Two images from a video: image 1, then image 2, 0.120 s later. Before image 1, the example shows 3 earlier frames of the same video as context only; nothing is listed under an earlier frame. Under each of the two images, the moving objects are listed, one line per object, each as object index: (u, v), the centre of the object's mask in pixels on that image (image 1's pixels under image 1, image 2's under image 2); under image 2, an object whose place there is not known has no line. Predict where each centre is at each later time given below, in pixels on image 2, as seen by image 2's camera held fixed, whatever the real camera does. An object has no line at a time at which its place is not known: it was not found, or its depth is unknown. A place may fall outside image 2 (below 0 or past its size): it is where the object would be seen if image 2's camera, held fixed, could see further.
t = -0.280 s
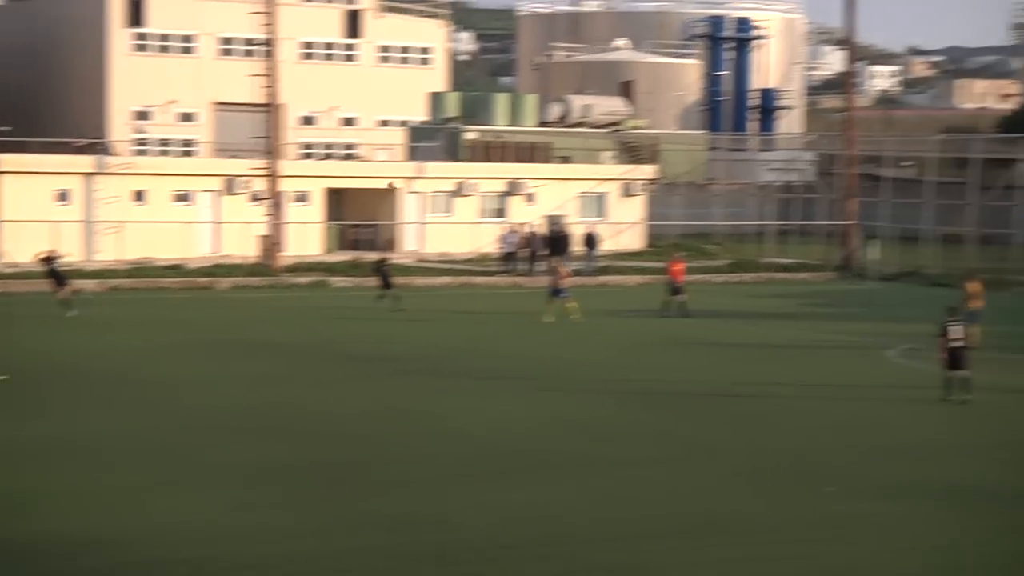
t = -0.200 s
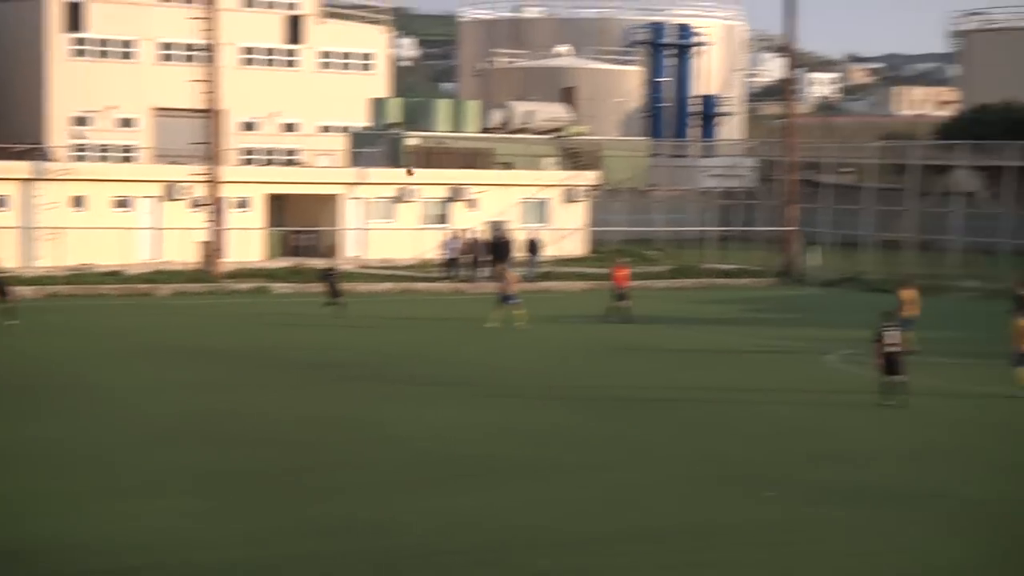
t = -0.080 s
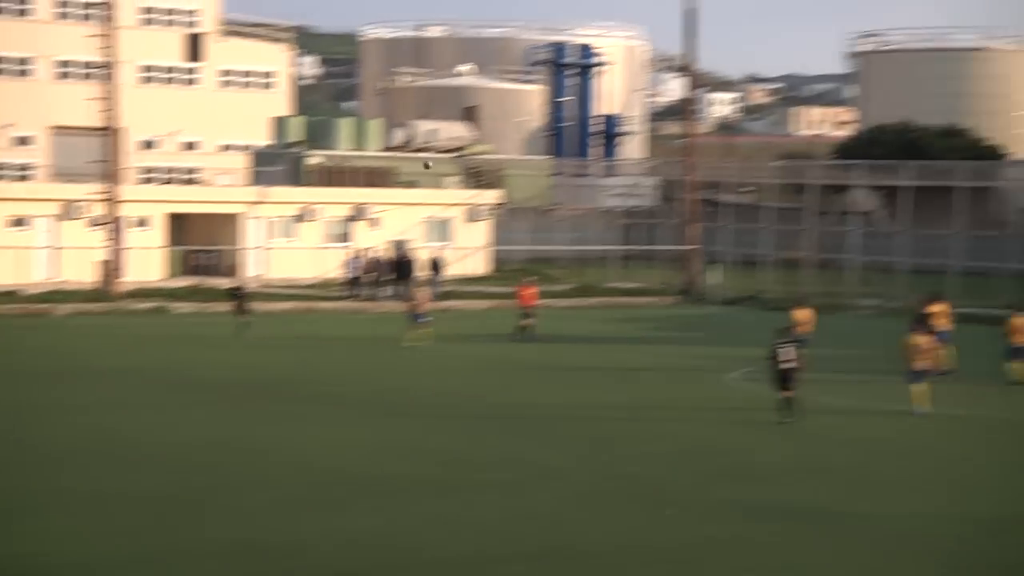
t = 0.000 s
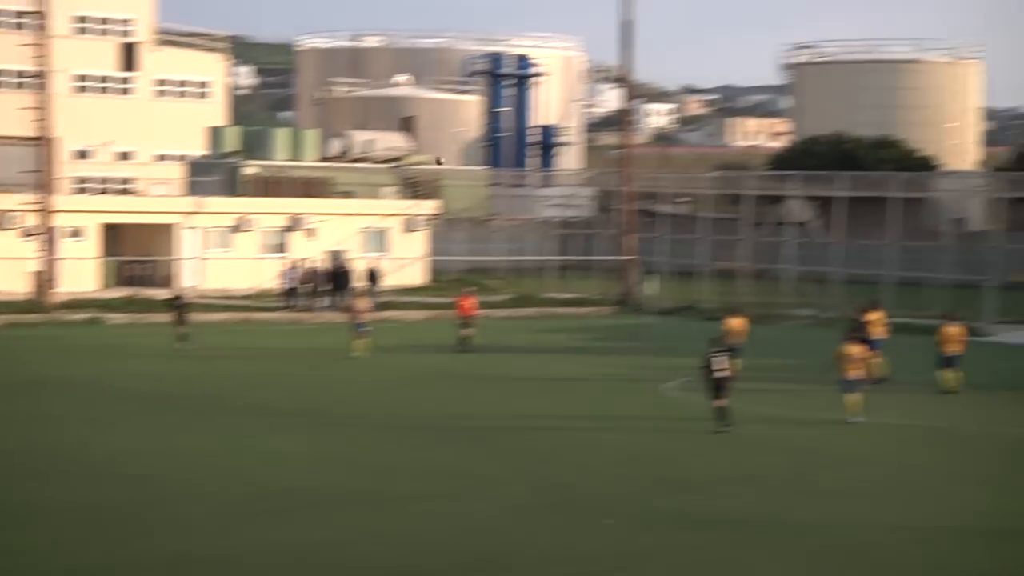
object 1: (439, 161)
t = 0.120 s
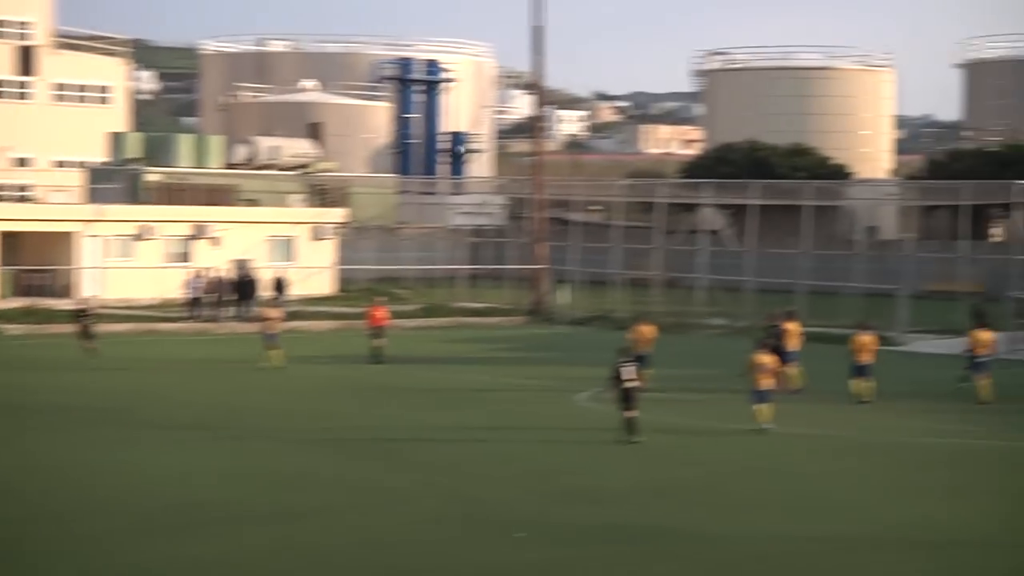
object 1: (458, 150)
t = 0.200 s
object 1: (531, 142)
